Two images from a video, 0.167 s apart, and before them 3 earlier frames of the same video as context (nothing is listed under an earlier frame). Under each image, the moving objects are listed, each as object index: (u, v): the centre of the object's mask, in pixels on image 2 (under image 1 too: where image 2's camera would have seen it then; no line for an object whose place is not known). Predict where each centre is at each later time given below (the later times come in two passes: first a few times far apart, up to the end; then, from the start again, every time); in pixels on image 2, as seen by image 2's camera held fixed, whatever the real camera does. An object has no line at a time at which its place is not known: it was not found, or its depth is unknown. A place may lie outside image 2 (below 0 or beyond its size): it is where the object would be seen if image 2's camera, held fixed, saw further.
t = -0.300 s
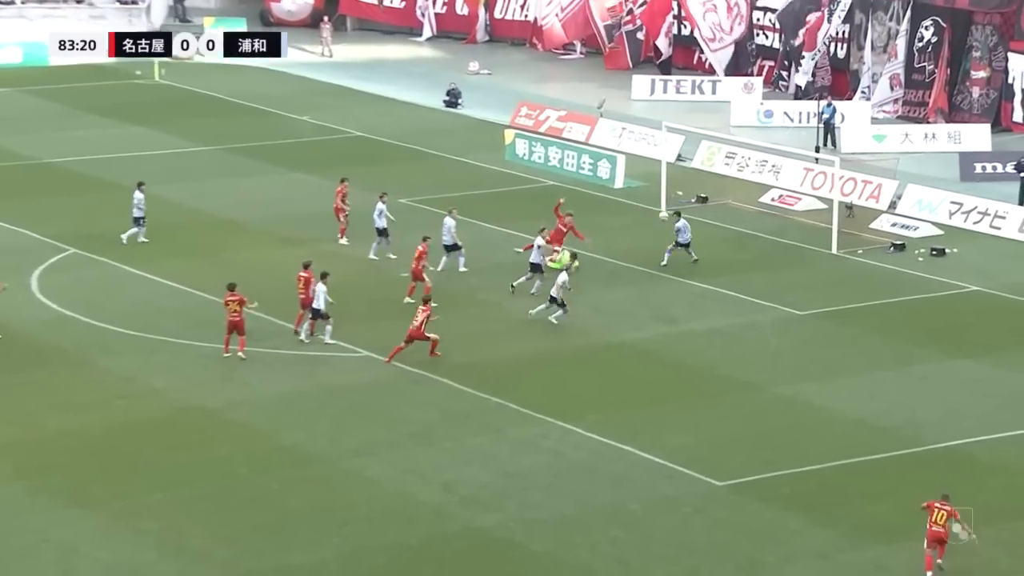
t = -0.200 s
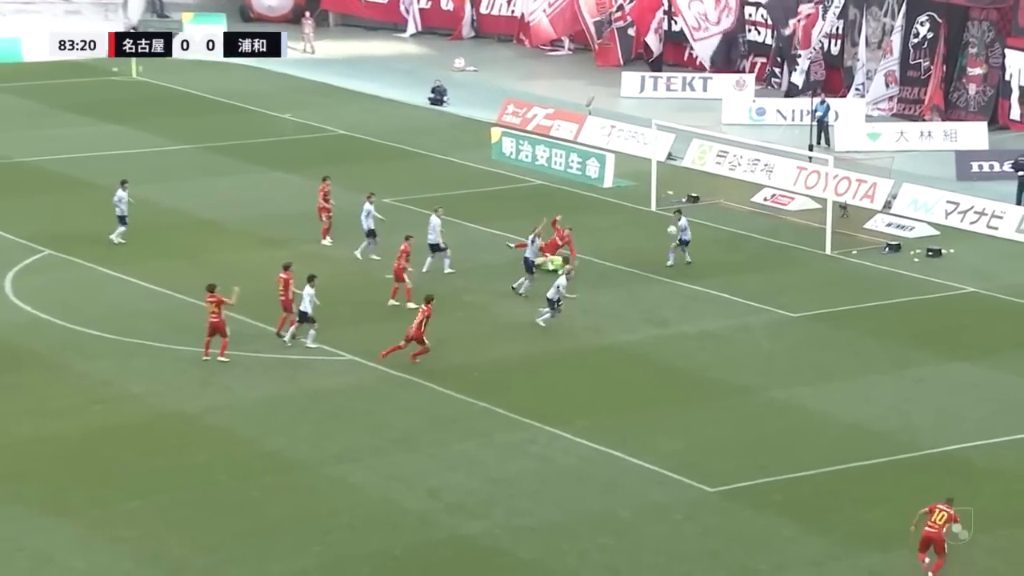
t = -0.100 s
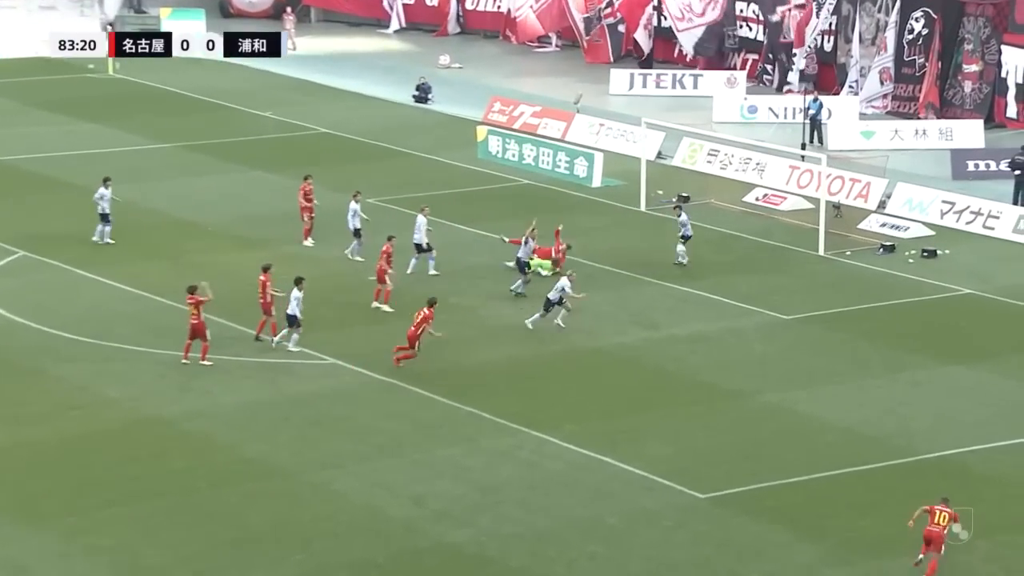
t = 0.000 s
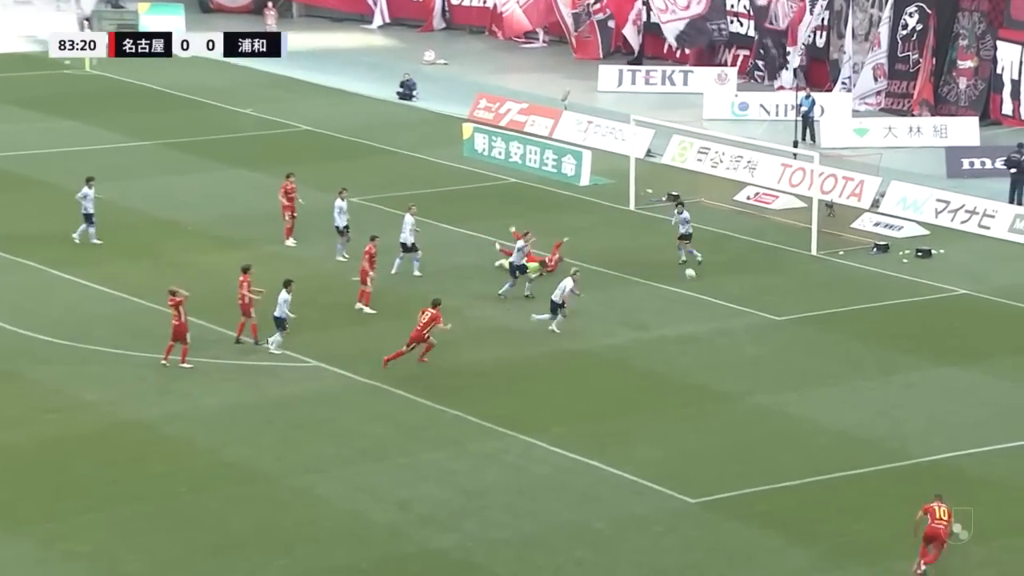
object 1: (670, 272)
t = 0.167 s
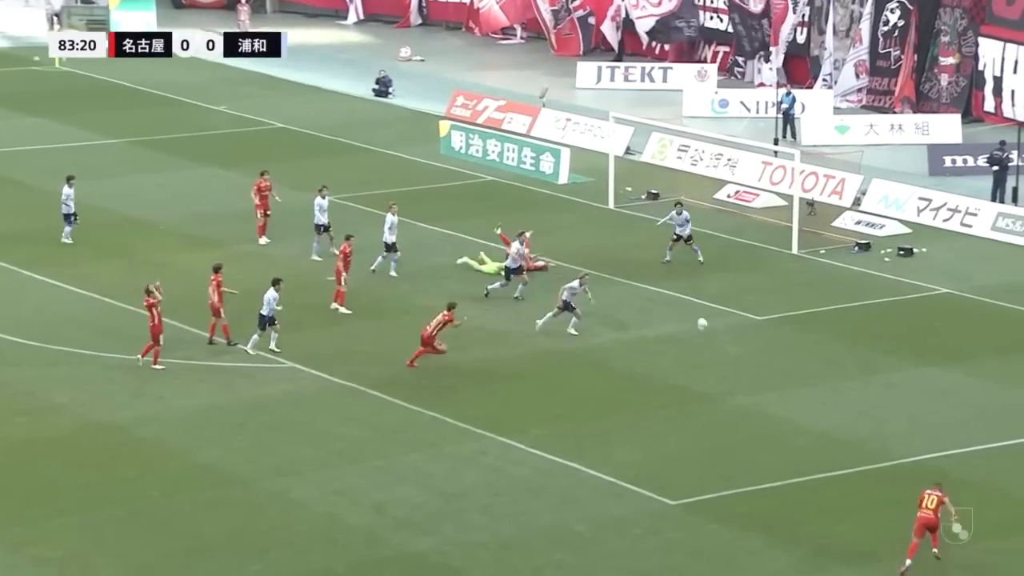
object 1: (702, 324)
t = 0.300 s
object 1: (729, 350)
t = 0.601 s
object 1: (794, 322)
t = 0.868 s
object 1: (852, 332)
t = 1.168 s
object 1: (916, 385)
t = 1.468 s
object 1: (987, 378)
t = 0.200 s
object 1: (708, 335)
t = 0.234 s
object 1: (715, 348)
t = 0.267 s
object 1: (722, 355)
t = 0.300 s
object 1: (729, 350)
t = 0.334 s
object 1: (736, 344)
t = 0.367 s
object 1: (743, 339)
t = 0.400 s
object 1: (750, 335)
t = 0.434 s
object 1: (758, 332)
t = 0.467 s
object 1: (765, 329)
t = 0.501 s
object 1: (773, 327)
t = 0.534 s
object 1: (780, 324)
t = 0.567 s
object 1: (787, 323)
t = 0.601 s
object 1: (794, 322)
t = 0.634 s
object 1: (801, 321)
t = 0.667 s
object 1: (808, 321)
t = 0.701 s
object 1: (816, 322)
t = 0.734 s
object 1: (823, 323)
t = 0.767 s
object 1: (830, 325)
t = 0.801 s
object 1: (838, 327)
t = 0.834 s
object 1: (845, 329)
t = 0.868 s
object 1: (852, 332)
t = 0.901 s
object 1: (860, 336)
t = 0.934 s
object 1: (867, 340)
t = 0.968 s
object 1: (874, 345)
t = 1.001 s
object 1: (881, 350)
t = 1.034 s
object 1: (888, 356)
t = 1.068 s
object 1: (895, 362)
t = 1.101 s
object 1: (902, 369)
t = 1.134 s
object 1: (909, 376)
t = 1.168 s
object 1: (916, 385)
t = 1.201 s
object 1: (923, 394)
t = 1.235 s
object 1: (931, 393)
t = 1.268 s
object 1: (939, 389)
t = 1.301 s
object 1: (947, 386)
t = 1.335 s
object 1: (954, 383)
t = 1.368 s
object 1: (962, 381)
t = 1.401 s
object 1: (970, 380)
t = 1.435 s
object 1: (978, 379)
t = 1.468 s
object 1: (987, 378)
